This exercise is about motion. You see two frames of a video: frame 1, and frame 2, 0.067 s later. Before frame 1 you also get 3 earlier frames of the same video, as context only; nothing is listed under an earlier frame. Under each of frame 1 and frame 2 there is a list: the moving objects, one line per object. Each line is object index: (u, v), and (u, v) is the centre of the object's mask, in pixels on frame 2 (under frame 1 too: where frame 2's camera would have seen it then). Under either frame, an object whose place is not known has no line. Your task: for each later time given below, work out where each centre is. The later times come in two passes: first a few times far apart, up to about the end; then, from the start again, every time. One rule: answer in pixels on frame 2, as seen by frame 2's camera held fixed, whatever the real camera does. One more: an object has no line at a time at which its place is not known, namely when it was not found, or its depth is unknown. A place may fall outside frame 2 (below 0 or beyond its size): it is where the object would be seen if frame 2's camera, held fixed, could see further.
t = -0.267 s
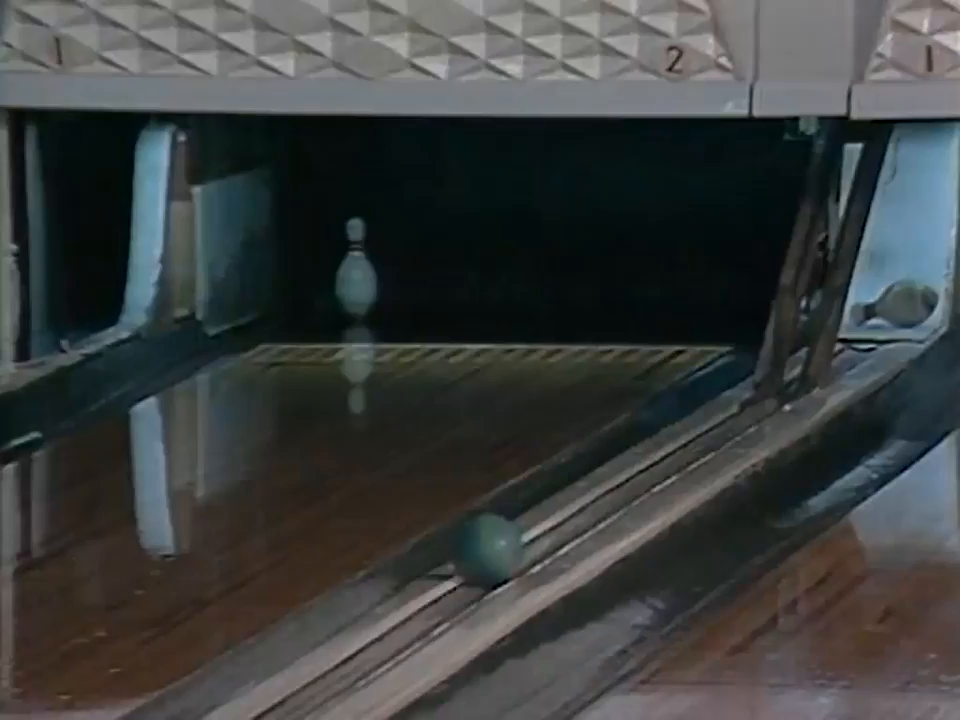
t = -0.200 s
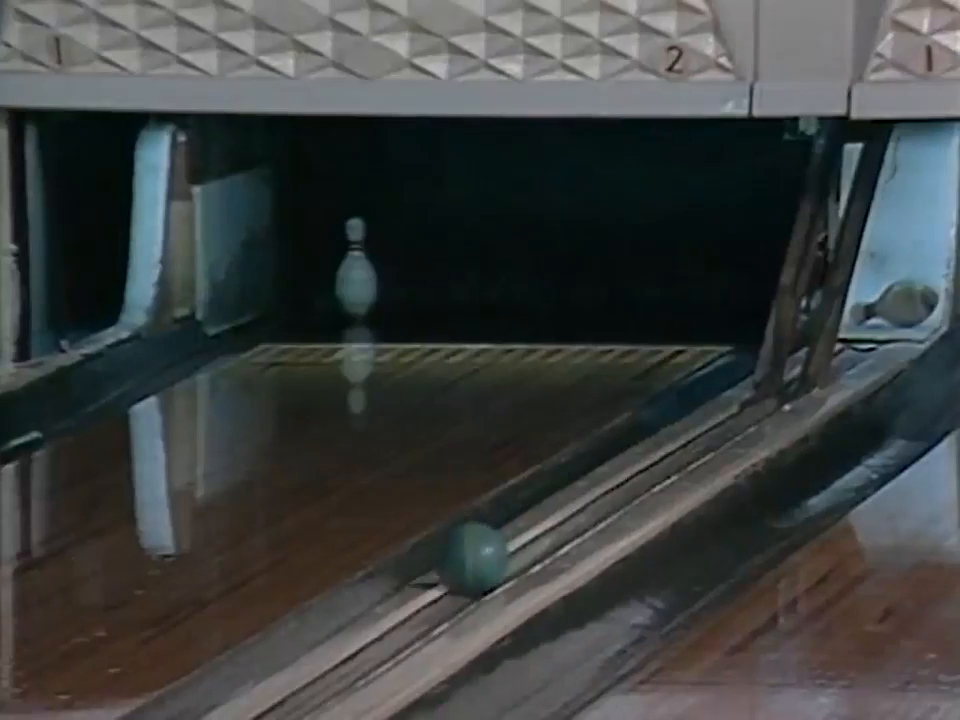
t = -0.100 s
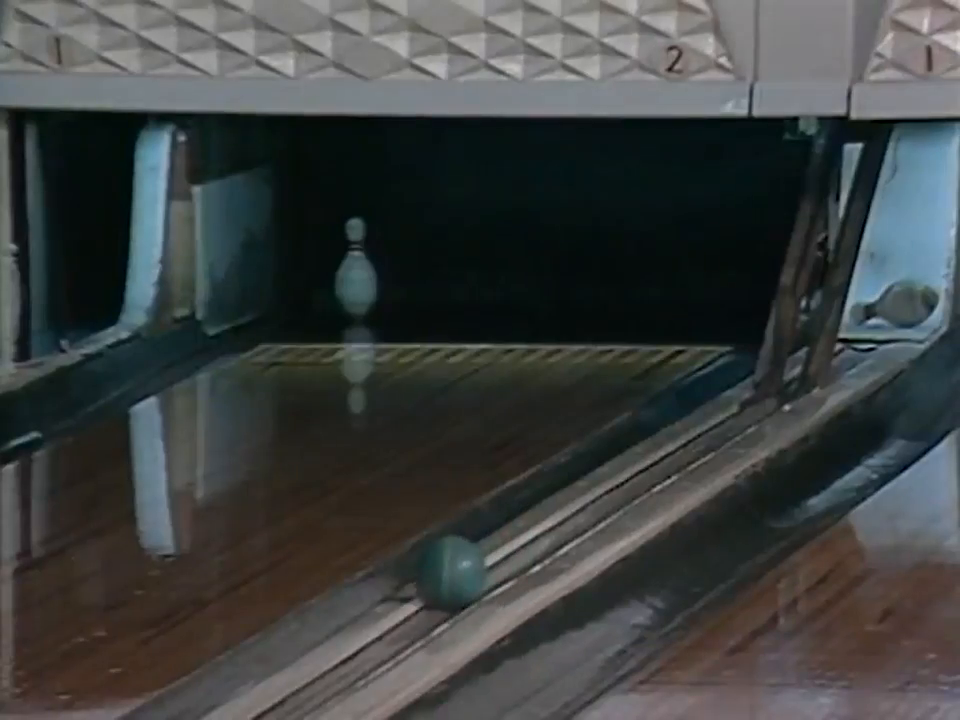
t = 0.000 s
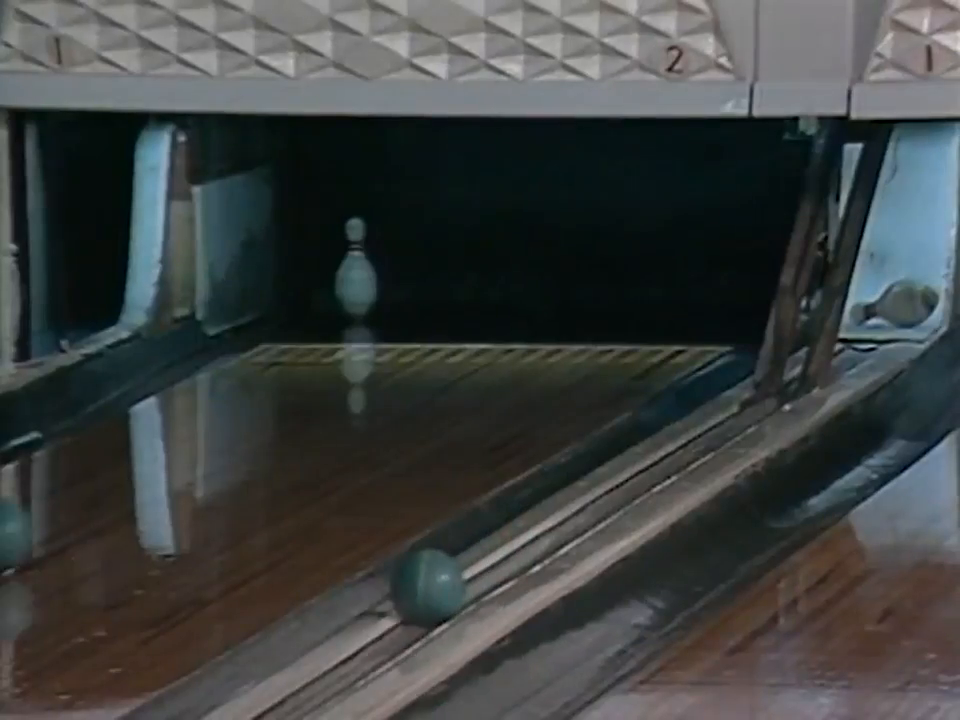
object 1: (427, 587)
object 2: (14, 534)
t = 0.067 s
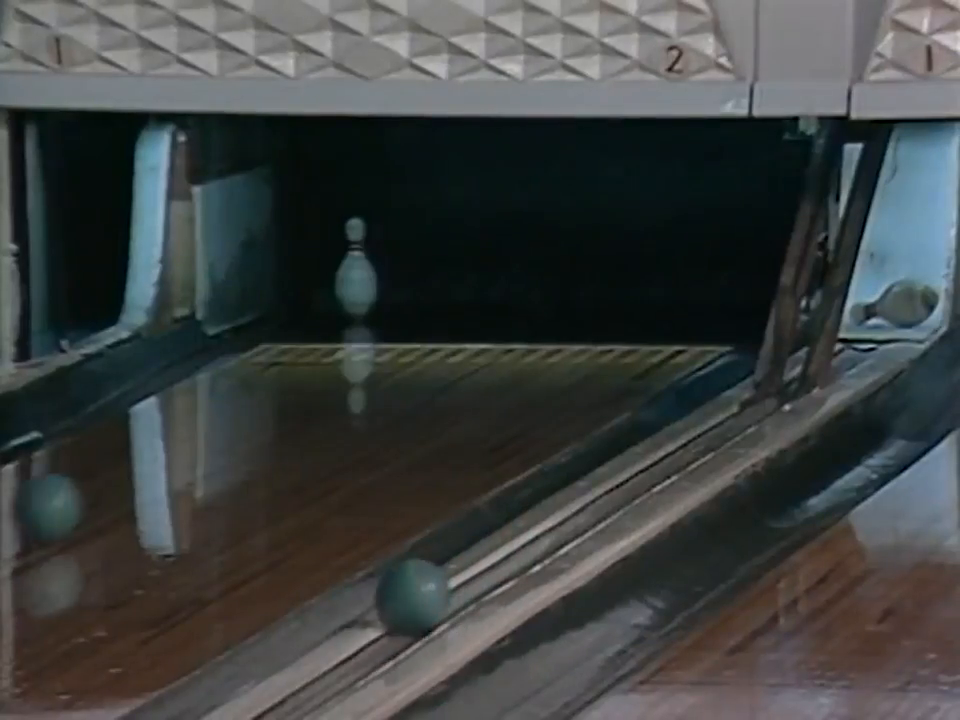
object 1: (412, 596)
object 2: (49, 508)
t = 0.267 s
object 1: (365, 628)
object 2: (170, 441)
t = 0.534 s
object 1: (295, 673)
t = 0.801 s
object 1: (222, 701)
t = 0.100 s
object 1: (405, 601)
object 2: (72, 495)
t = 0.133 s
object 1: (397, 607)
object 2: (94, 482)
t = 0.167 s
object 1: (389, 612)
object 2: (112, 473)
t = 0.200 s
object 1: (382, 617)
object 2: (130, 463)
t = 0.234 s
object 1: (373, 623)
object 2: (153, 451)
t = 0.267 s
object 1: (365, 628)
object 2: (170, 441)
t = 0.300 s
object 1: (357, 634)
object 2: (186, 431)
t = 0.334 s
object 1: (349, 640)
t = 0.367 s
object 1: (340, 645)
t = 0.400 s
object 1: (331, 652)
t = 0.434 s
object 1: (322, 657)
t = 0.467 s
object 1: (314, 662)
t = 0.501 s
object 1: (305, 668)
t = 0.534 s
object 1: (295, 673)
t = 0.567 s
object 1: (286, 680)
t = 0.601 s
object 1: (277, 684)
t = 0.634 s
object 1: (269, 687)
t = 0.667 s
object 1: (259, 691)
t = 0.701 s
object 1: (250, 693)
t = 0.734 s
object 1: (241, 696)
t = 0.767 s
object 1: (232, 699)
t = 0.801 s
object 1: (222, 701)
